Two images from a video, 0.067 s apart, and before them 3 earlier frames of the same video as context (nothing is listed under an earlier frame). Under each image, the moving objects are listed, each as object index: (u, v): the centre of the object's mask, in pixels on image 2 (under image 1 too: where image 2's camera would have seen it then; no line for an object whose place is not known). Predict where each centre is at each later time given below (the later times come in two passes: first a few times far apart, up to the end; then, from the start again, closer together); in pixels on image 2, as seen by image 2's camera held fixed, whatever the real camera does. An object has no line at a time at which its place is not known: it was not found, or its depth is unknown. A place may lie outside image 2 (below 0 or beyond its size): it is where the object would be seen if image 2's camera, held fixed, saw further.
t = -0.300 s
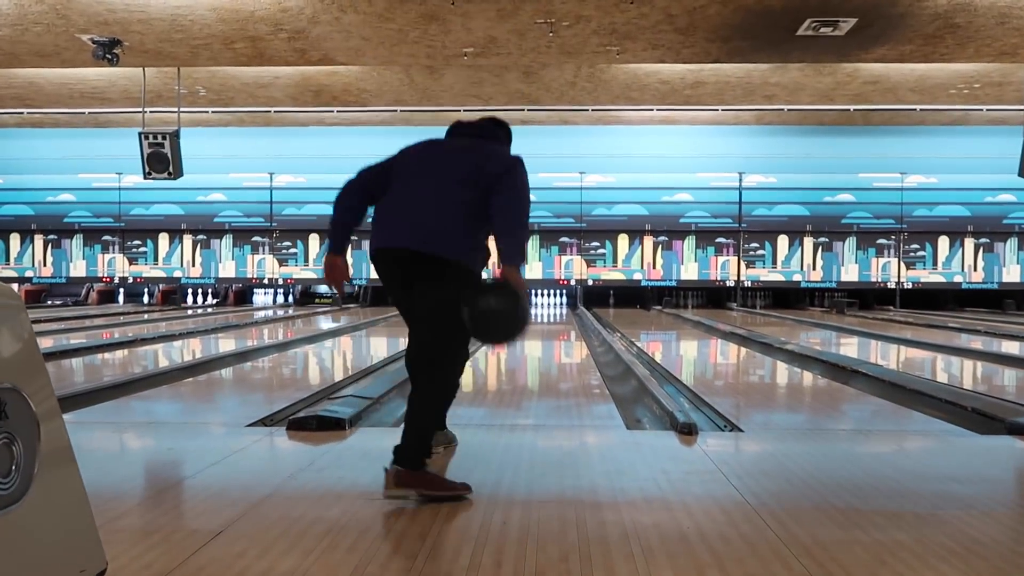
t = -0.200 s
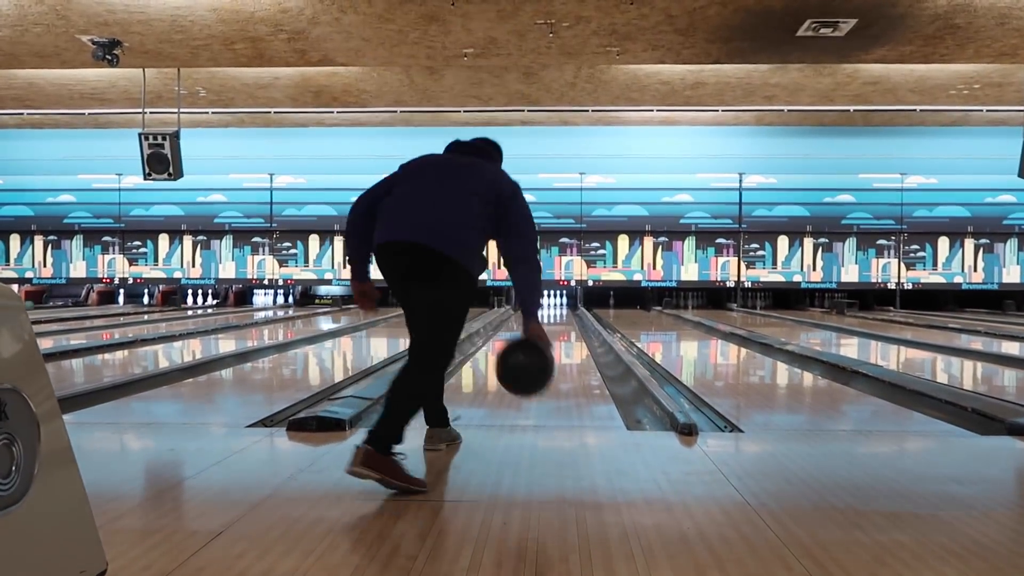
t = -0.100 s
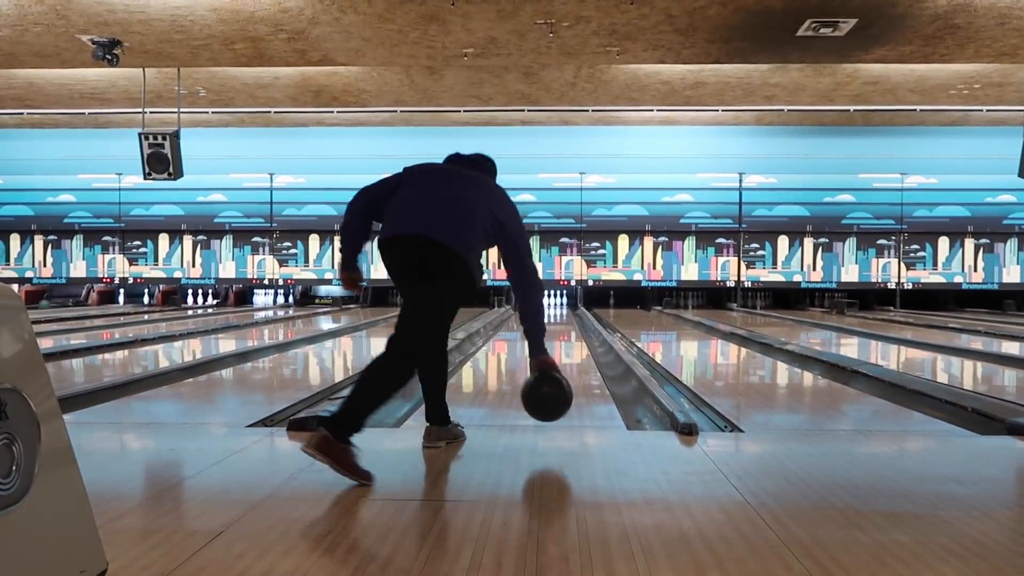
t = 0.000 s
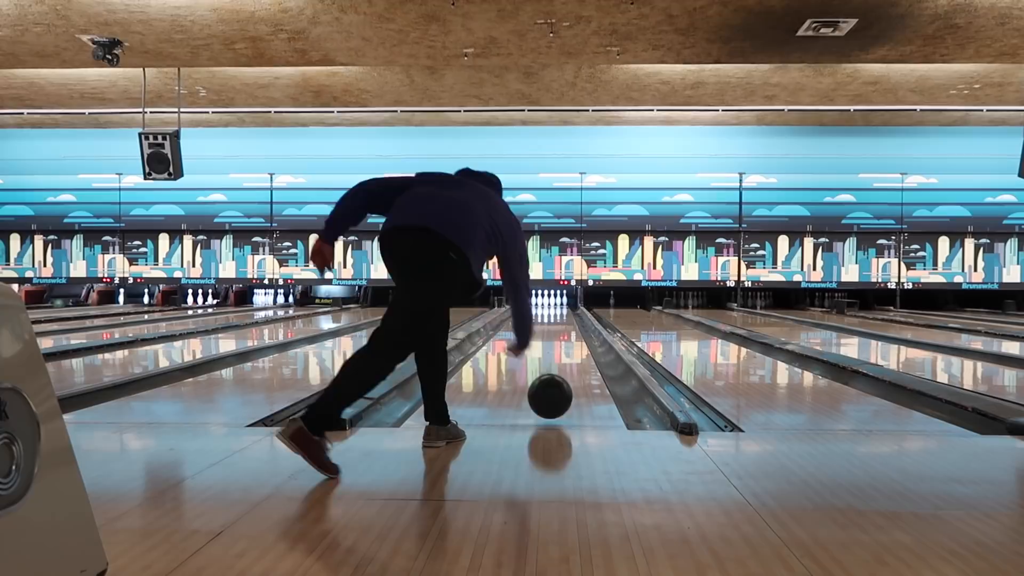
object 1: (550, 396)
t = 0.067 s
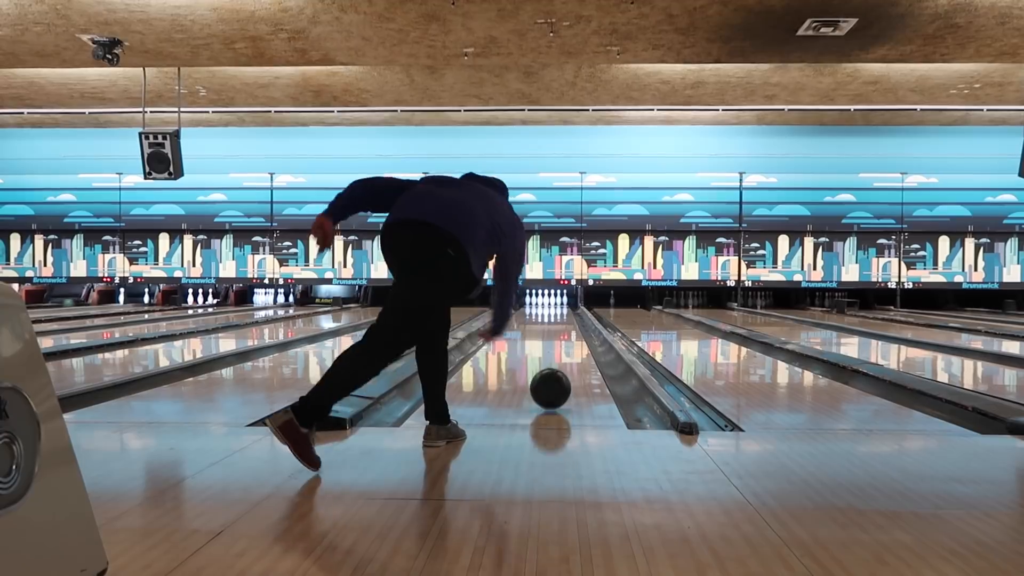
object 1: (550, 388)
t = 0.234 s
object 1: (550, 371)
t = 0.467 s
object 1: (550, 354)
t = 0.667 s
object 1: (549, 344)
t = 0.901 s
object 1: (549, 338)
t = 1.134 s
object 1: (548, 332)
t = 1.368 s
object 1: (546, 328)
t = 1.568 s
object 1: (545, 323)
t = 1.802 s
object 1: (543, 319)
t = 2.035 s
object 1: (541, 314)
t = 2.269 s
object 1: (540, 314)
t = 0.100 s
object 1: (550, 385)
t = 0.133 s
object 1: (550, 381)
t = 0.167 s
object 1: (550, 378)
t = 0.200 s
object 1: (550, 374)
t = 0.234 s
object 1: (550, 371)
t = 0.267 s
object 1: (550, 368)
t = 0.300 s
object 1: (550, 365)
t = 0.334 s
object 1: (550, 363)
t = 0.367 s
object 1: (550, 360)
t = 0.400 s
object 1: (550, 358)
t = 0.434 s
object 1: (550, 356)
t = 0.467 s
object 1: (550, 354)
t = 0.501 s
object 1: (550, 353)
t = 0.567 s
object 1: (544, 350)
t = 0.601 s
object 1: (549, 347)
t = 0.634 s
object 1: (549, 346)
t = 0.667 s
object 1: (549, 344)
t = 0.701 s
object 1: (549, 343)
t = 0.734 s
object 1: (550, 343)
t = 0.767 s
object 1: (549, 342)
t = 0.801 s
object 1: (549, 341)
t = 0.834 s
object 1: (549, 340)
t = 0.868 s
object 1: (550, 339)
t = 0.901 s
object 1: (549, 338)
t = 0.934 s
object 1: (549, 337)
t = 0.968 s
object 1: (549, 336)
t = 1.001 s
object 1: (549, 335)
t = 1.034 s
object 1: (548, 334)
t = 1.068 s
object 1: (548, 333)
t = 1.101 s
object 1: (548, 333)
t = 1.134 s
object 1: (548, 332)
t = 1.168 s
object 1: (548, 331)
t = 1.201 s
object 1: (548, 330)
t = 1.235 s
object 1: (548, 329)
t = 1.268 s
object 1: (548, 329)
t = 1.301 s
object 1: (547, 328)
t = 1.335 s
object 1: (547, 328)
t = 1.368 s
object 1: (546, 328)
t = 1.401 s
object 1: (546, 327)
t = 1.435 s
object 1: (546, 326)
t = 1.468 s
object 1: (546, 325)
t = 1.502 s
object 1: (546, 324)
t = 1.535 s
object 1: (545, 324)
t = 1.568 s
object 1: (545, 323)
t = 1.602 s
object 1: (545, 322)
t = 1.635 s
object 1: (545, 322)
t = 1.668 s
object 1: (544, 322)
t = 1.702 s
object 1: (544, 321)
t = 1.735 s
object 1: (543, 321)
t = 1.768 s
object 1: (543, 321)
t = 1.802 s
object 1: (543, 319)
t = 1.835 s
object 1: (543, 320)
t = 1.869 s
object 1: (543, 319)
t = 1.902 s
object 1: (542, 318)
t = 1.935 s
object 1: (542, 317)
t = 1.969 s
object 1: (542, 316)
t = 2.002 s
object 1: (542, 314)
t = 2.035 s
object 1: (541, 314)
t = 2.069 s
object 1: (541, 316)
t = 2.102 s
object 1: (541, 314)
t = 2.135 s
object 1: (541, 315)
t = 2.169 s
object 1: (541, 314)
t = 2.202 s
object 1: (540, 314)
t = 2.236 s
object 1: (540, 314)
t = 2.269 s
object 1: (540, 314)
